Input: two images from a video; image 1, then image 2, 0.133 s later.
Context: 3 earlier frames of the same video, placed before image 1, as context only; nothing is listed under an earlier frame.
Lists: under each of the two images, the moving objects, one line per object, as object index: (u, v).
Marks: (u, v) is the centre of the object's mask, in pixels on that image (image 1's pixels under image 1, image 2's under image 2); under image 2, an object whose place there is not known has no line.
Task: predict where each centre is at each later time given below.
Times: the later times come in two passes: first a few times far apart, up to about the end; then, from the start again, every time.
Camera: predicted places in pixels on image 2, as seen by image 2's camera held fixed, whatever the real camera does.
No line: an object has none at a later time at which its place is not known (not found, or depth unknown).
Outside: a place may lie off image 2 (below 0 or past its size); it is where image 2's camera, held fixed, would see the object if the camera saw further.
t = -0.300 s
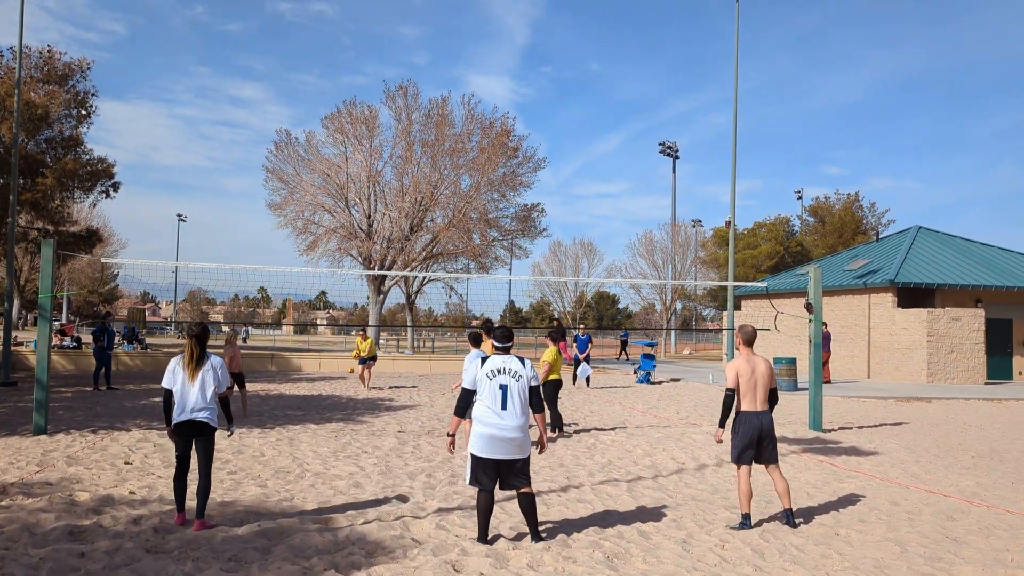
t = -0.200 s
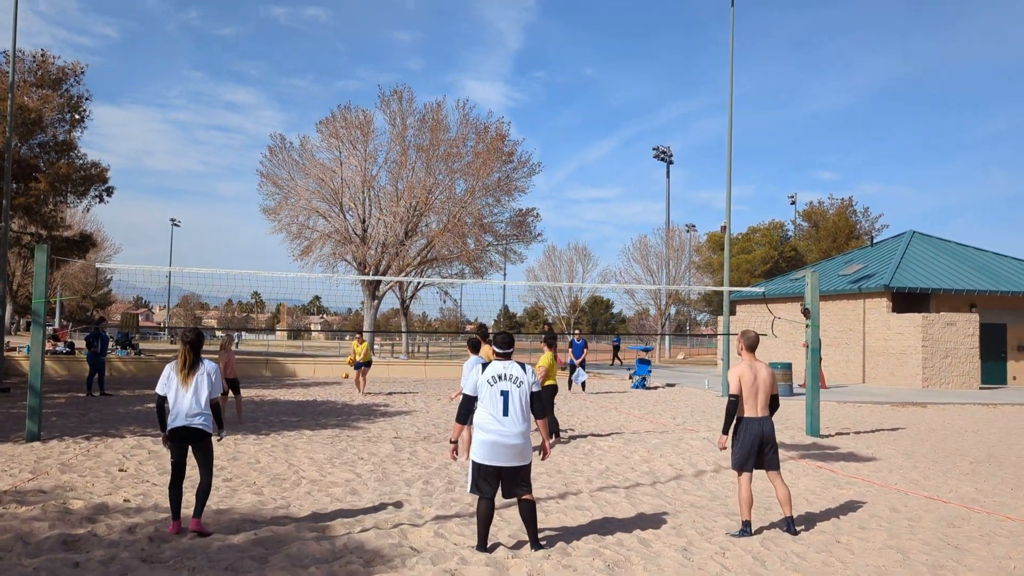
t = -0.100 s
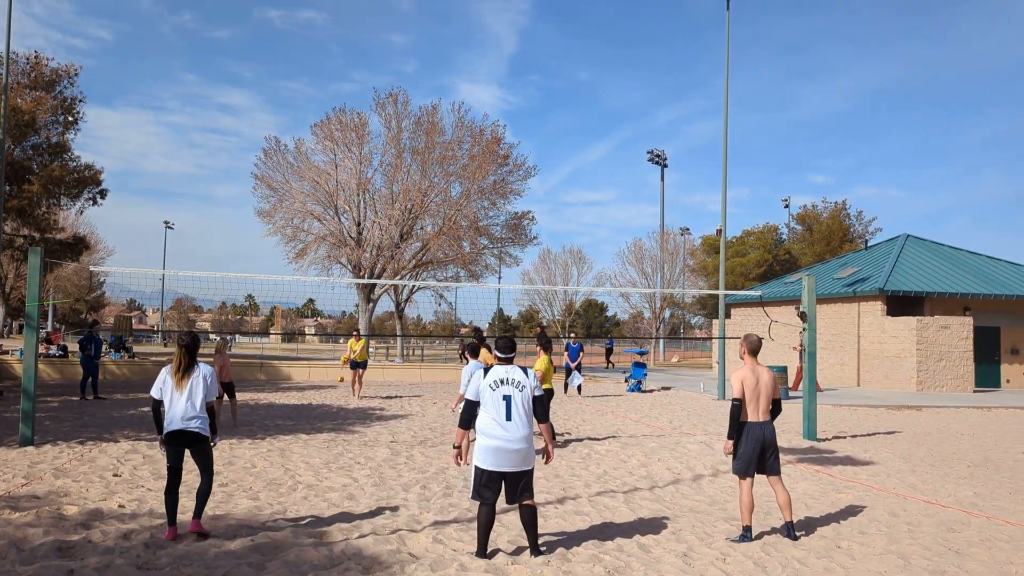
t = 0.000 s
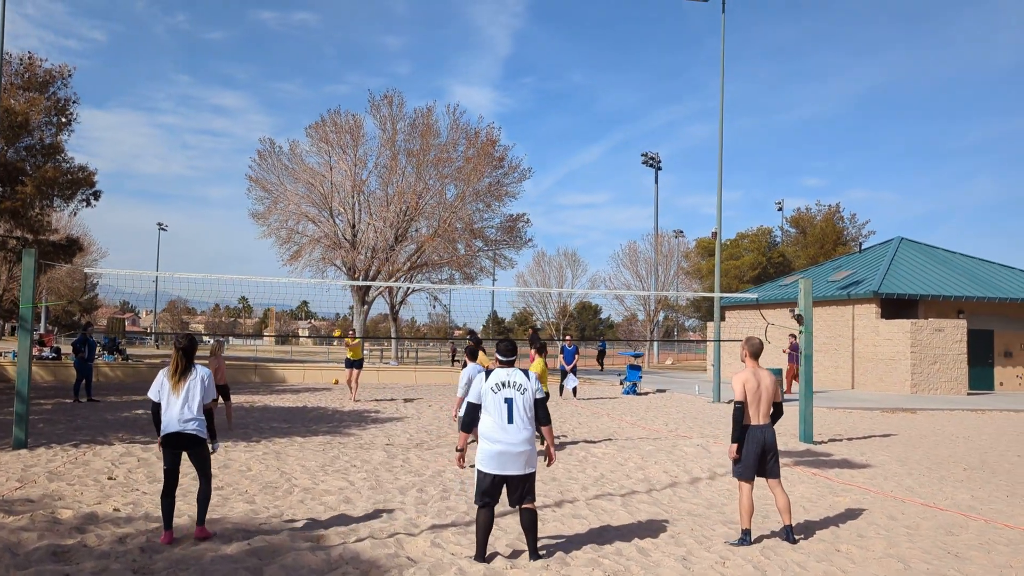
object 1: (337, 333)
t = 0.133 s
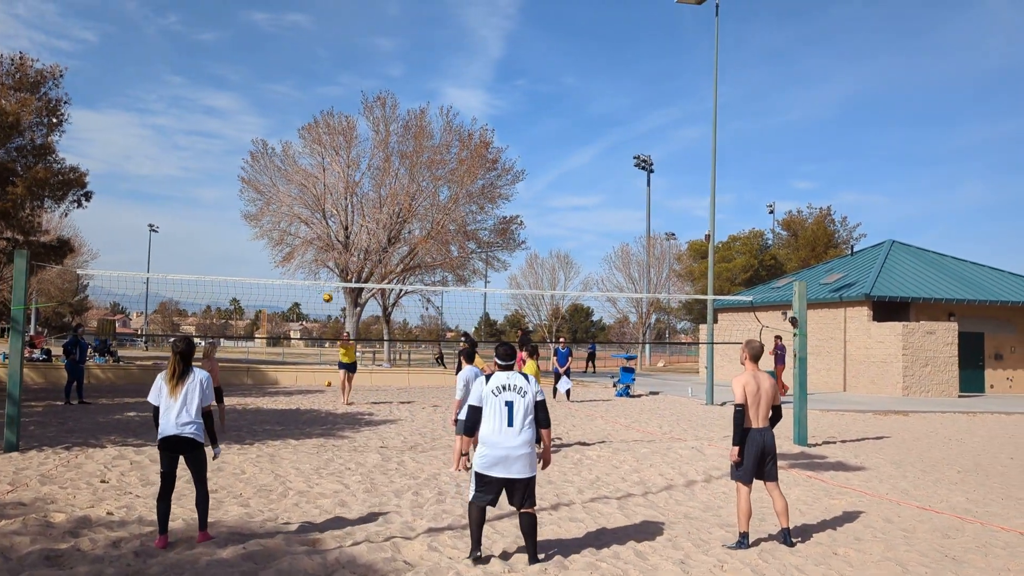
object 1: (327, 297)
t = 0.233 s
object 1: (323, 271)
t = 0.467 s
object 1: (310, 222)
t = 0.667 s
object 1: (300, 199)
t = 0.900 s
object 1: (278, 201)
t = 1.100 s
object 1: (254, 238)
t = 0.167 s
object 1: (326, 289)
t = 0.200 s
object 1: (325, 278)
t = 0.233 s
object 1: (323, 271)
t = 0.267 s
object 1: (321, 263)
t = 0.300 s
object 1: (320, 255)
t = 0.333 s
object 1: (319, 248)
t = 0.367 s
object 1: (317, 241)
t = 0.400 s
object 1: (315, 234)
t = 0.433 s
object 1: (314, 228)
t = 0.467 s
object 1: (310, 222)
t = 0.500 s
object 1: (310, 217)
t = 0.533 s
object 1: (309, 212)
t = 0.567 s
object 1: (306, 209)
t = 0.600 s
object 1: (304, 205)
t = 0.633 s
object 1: (303, 202)
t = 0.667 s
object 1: (300, 199)
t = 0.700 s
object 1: (297, 198)
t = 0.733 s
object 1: (295, 196)
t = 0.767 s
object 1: (292, 196)
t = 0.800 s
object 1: (288, 196)
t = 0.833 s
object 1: (285, 197)
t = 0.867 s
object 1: (281, 199)
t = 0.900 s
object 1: (278, 201)
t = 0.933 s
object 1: (275, 205)
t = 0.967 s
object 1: (271, 210)
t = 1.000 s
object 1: (267, 215)
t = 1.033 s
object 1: (263, 222)
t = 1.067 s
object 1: (258, 229)
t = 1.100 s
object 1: (254, 238)
